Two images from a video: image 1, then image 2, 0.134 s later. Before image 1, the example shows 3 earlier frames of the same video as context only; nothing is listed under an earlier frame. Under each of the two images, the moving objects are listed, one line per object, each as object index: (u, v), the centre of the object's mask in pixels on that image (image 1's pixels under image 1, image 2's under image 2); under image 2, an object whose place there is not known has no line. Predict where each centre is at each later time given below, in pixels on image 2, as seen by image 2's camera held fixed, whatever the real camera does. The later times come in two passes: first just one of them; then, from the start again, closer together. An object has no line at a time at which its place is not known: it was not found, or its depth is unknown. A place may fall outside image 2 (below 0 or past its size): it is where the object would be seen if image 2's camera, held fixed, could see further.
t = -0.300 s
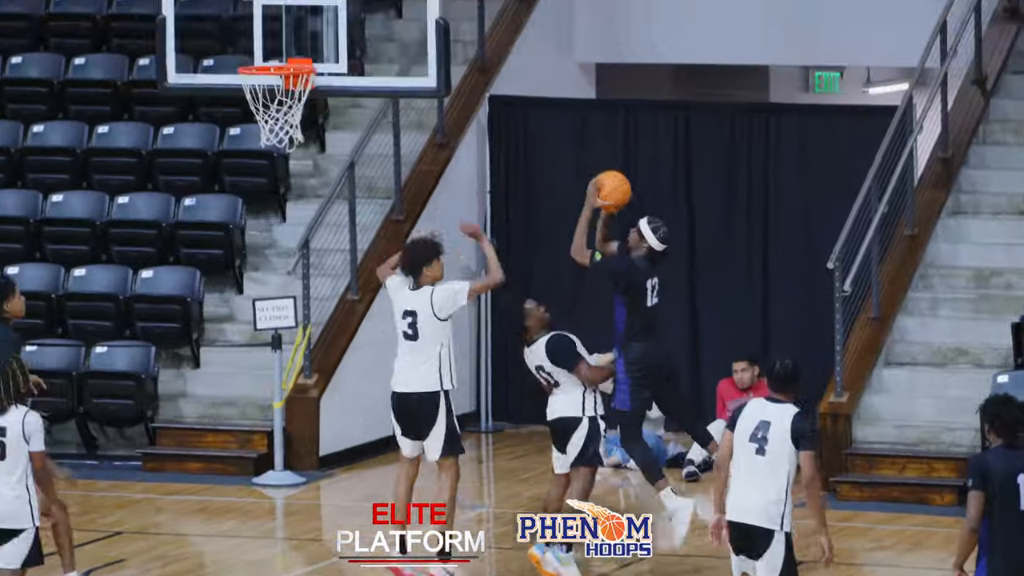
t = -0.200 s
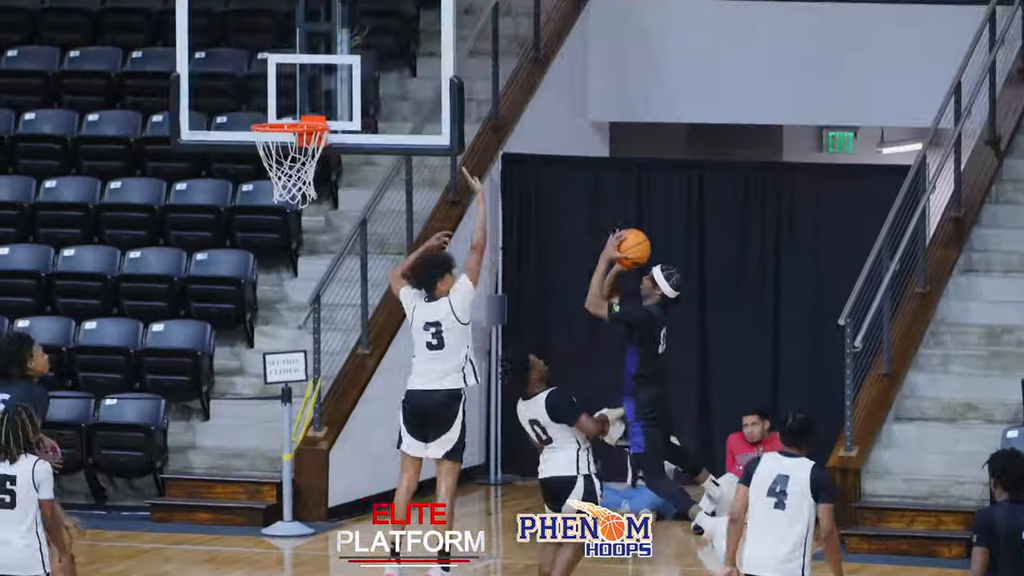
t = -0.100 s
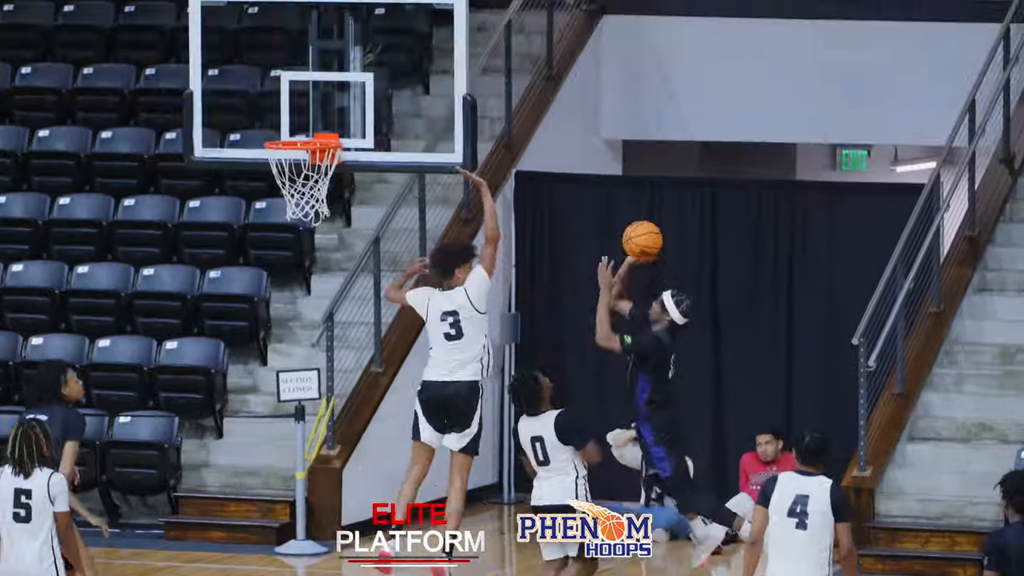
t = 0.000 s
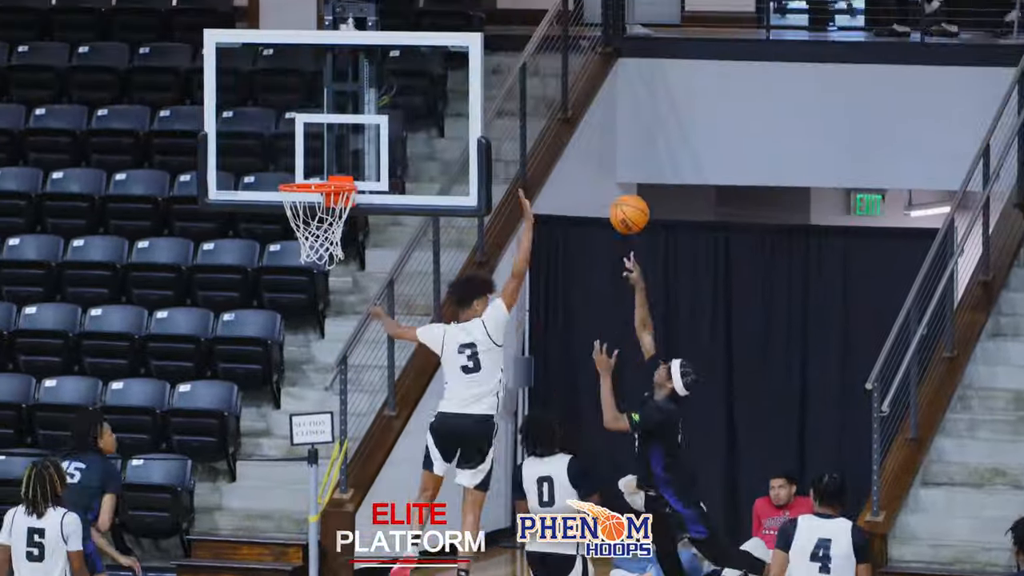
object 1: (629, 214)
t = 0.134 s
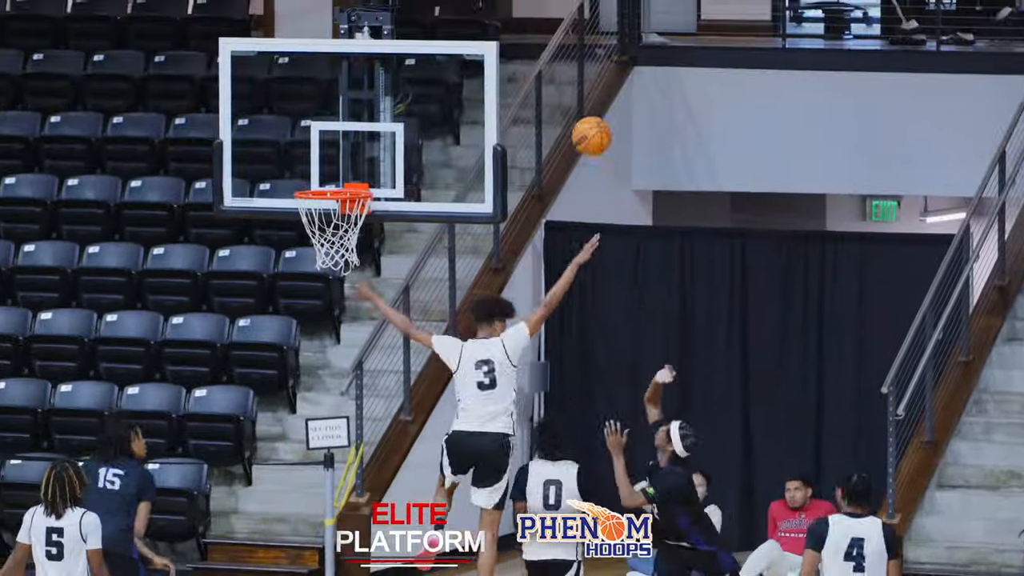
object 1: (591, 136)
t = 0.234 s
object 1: (551, 92)
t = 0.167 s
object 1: (578, 120)
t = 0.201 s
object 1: (564, 104)
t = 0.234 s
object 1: (551, 92)
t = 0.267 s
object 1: (538, 80)
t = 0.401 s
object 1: (485, 51)
